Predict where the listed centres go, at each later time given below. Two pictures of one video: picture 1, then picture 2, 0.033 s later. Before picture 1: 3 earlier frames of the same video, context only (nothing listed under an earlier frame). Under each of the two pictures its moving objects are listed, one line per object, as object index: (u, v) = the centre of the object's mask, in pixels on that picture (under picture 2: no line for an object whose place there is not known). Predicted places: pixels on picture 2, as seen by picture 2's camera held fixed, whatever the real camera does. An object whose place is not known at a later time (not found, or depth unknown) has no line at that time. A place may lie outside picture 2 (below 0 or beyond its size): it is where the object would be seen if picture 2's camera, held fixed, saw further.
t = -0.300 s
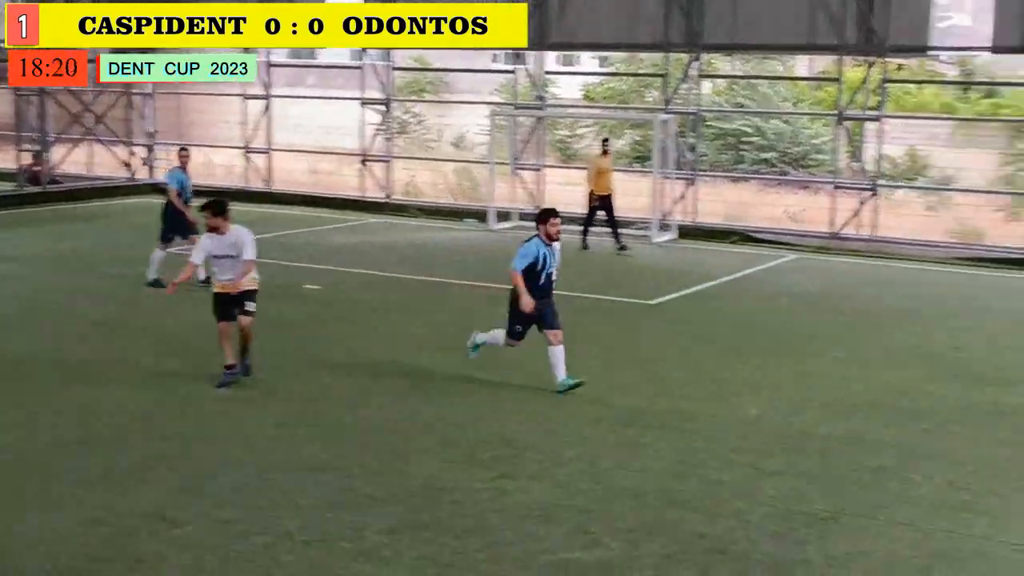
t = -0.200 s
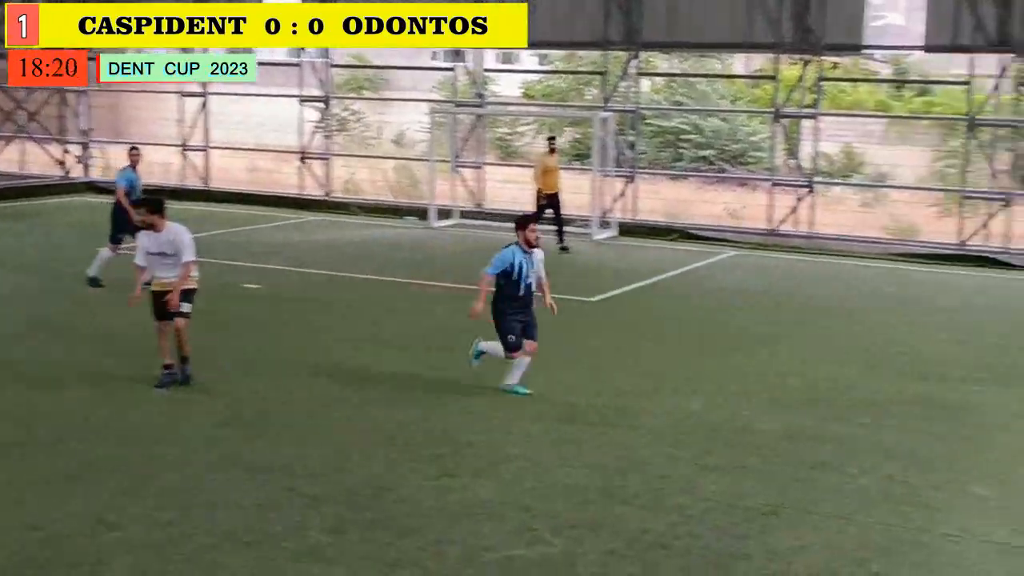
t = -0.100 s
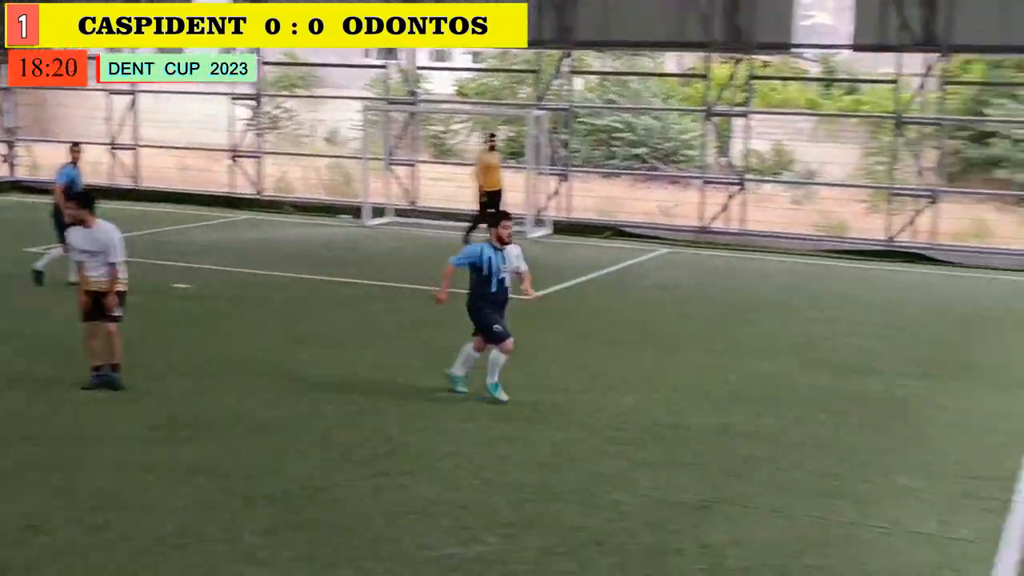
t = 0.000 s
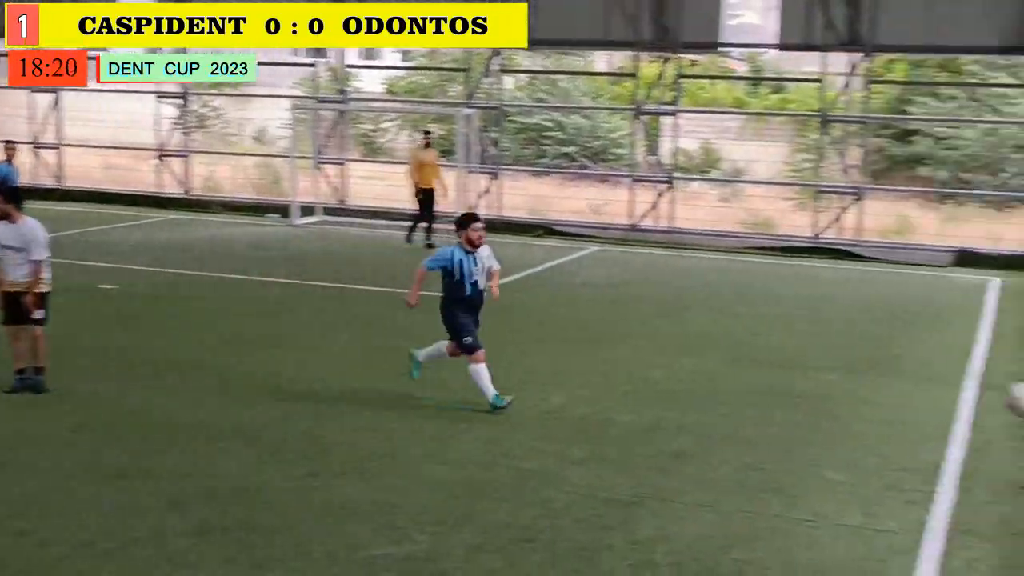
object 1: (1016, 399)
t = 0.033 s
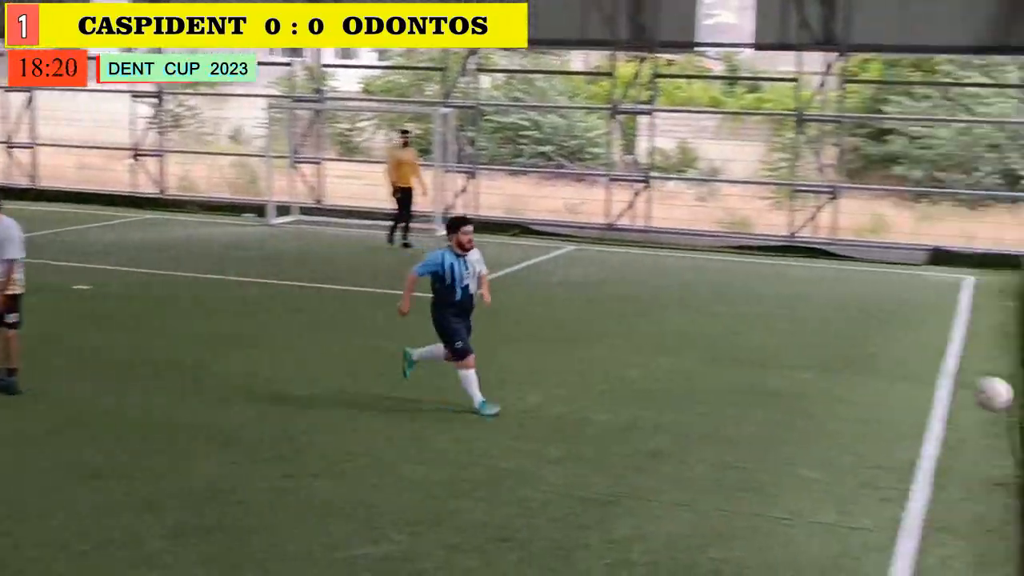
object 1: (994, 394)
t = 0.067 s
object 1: (989, 391)
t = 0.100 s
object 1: (984, 391)
